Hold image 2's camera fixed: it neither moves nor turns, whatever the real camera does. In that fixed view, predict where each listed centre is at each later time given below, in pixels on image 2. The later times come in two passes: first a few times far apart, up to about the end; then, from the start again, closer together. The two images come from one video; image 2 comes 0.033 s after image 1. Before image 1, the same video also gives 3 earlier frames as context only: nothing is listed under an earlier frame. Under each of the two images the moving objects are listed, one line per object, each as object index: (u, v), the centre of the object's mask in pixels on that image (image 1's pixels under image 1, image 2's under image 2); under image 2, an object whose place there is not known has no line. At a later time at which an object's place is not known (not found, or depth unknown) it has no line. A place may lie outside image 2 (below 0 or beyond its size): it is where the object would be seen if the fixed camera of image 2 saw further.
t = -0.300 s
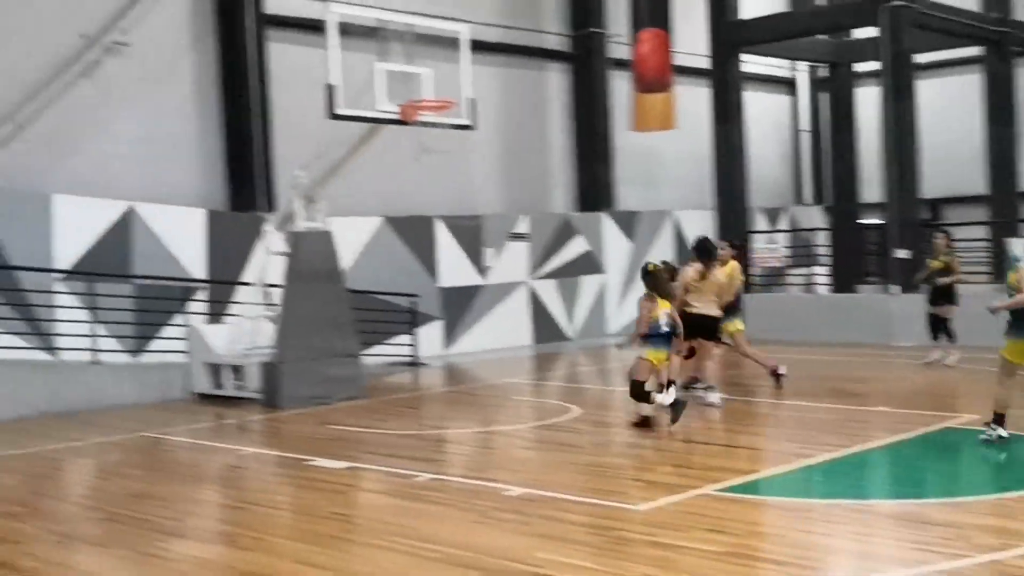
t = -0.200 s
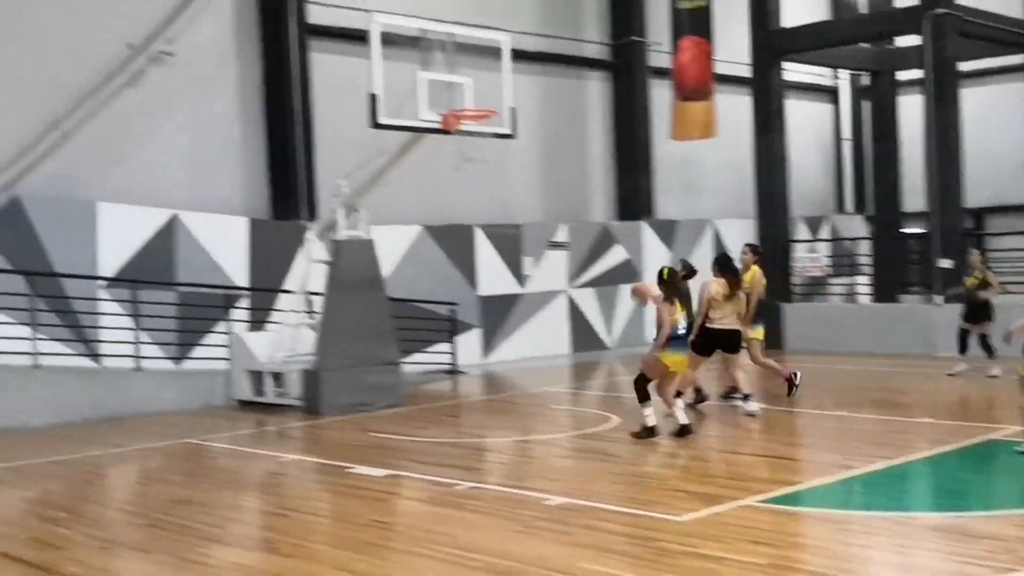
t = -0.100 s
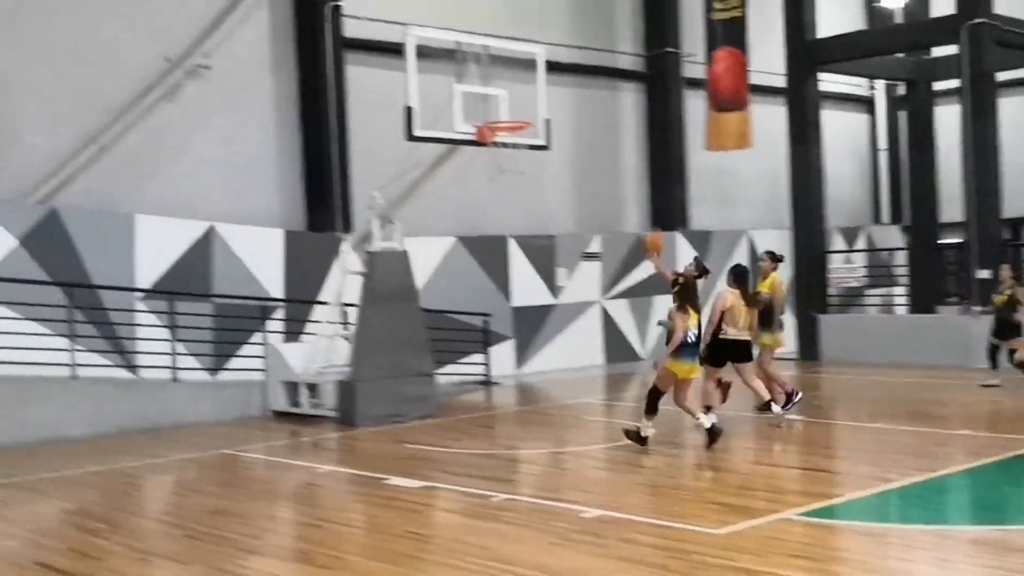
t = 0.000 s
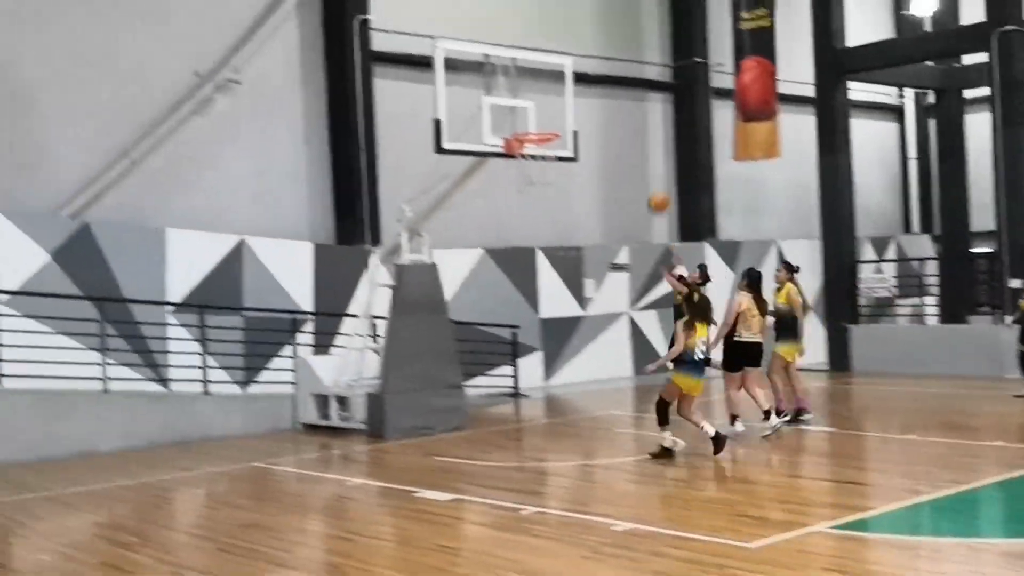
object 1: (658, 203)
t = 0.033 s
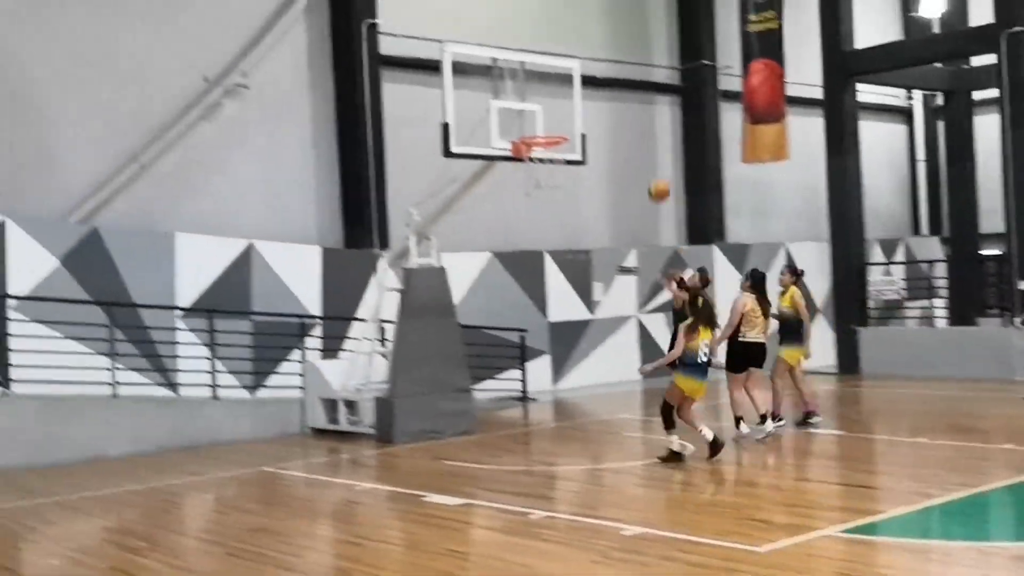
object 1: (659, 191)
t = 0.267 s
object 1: (608, 116)
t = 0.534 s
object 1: (551, 94)
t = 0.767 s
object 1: (539, 132)
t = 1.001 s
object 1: (537, 223)
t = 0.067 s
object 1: (652, 176)
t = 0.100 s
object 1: (644, 164)
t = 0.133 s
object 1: (638, 153)
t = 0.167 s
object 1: (631, 142)
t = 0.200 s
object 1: (623, 132)
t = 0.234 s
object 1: (616, 124)
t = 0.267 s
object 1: (608, 116)
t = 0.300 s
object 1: (602, 110)
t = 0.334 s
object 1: (595, 105)
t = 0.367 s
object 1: (587, 101)
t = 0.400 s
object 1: (581, 98)
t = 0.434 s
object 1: (572, 95)
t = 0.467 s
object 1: (565, 93)
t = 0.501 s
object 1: (558, 93)
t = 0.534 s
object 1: (551, 94)
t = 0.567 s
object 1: (545, 96)
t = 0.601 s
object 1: (543, 100)
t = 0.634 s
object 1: (543, 104)
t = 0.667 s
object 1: (542, 110)
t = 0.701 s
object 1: (541, 117)
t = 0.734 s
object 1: (540, 123)
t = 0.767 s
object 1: (539, 132)
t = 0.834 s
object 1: (539, 154)
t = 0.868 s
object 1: (537, 167)
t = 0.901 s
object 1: (536, 181)
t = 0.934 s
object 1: (537, 194)
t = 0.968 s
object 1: (536, 207)
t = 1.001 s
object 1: (537, 223)
